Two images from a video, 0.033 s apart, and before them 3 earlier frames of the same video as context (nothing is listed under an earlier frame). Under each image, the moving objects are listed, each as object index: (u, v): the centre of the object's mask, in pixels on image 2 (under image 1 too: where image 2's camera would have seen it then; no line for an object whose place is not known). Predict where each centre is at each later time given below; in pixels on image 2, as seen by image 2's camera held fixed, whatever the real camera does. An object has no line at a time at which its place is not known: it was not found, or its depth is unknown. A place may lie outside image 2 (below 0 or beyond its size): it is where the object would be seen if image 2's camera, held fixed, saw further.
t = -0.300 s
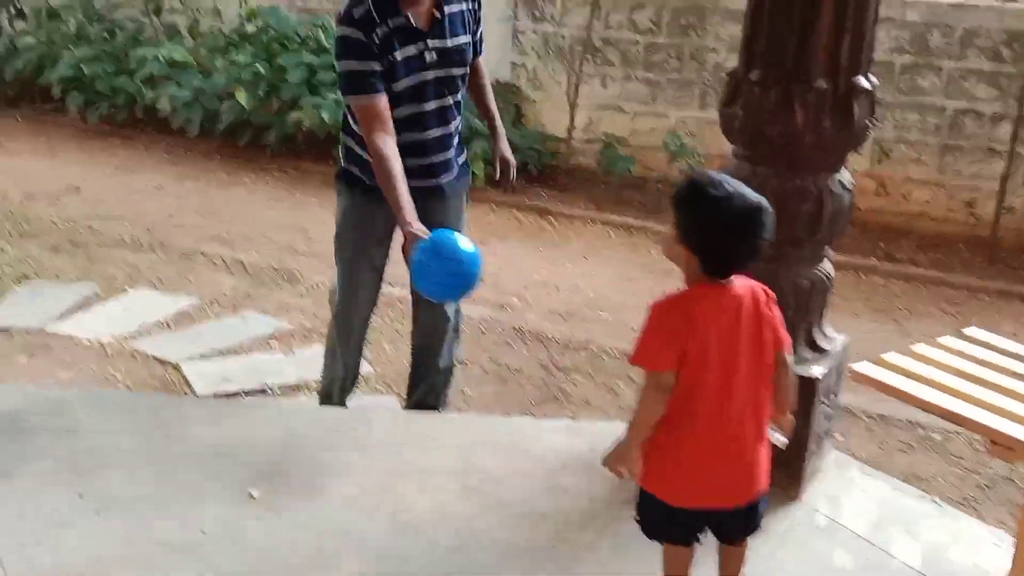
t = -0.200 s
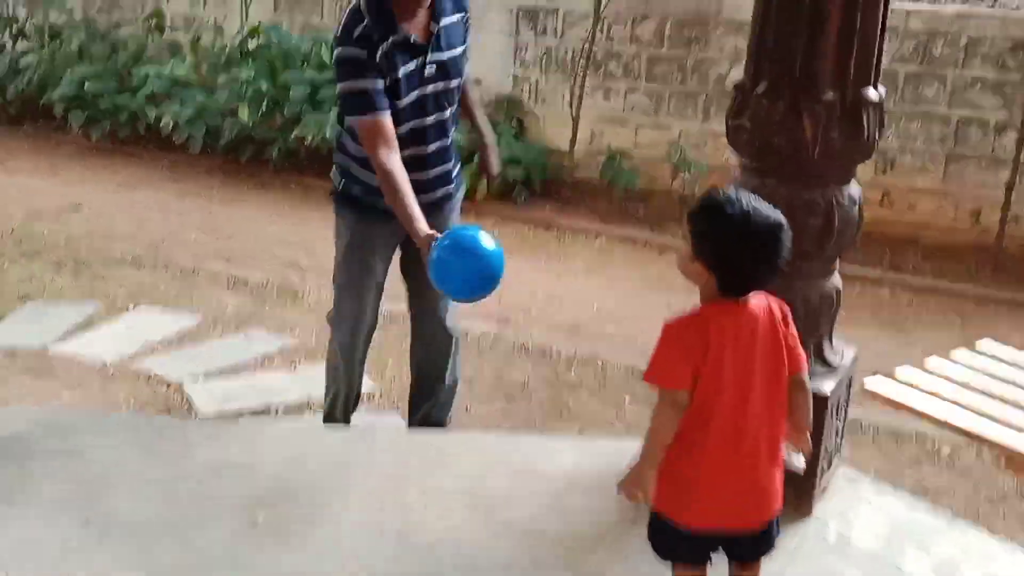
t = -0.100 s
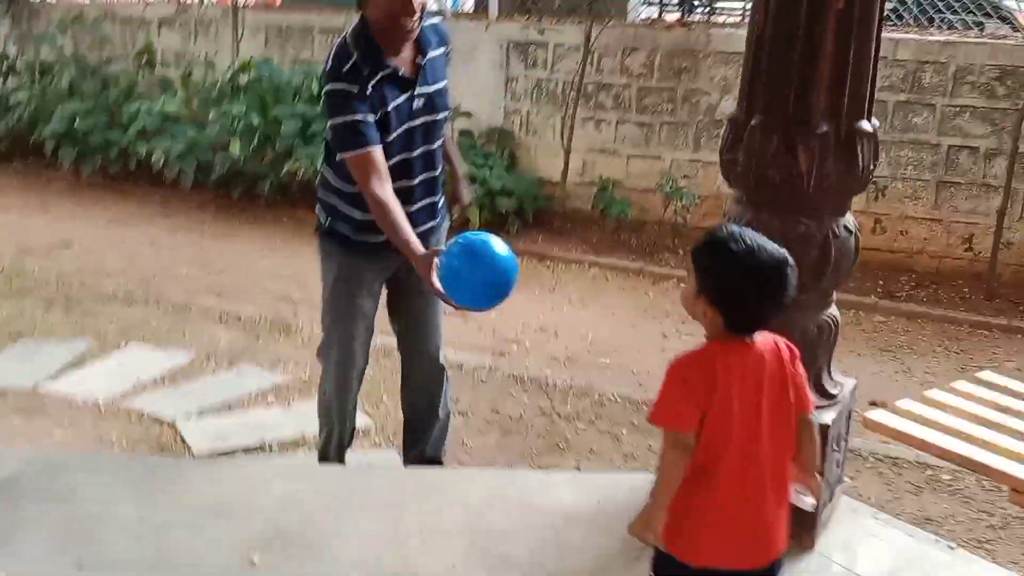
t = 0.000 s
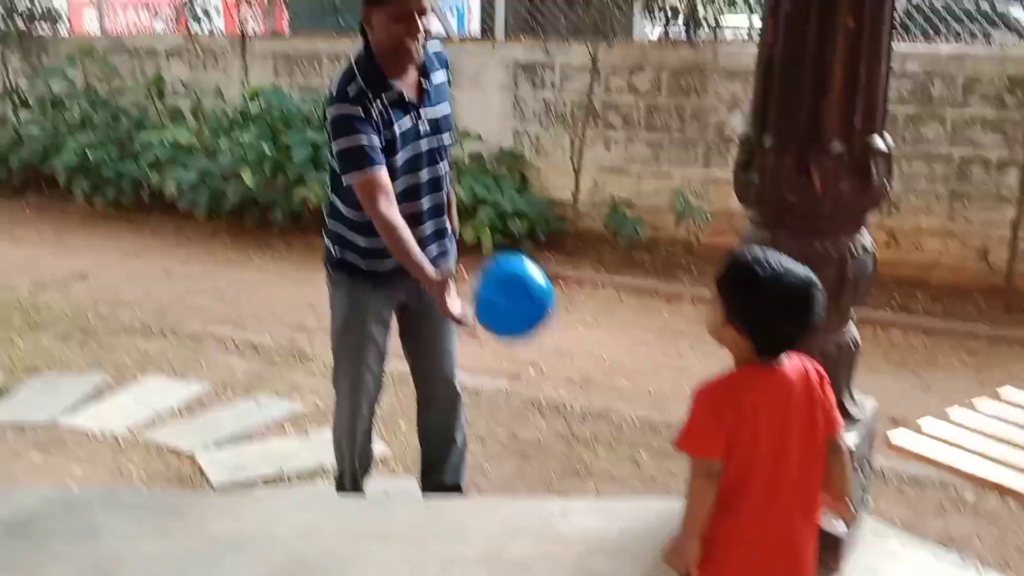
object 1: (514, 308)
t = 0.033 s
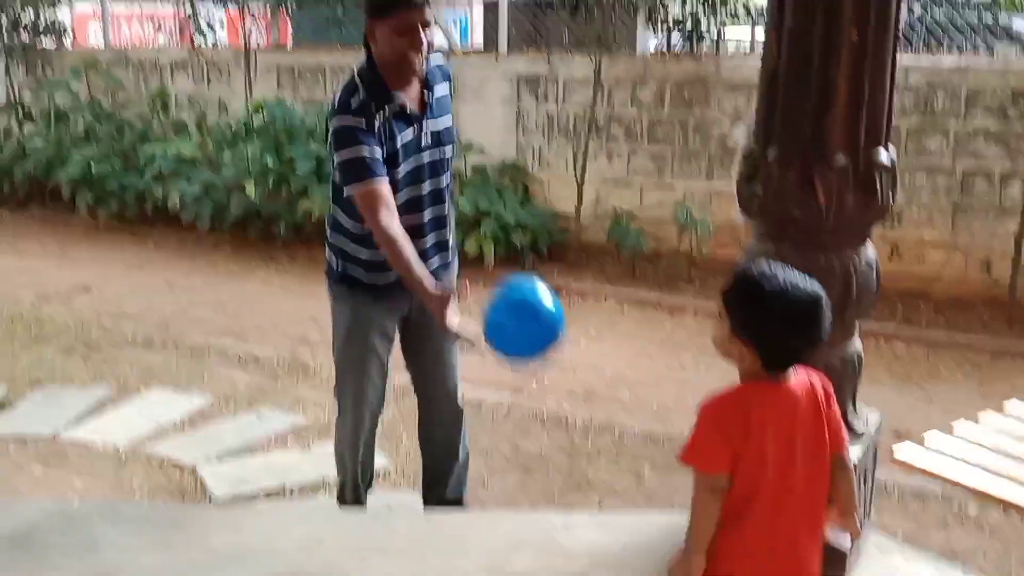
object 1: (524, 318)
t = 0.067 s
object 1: (530, 334)
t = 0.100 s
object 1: (536, 358)
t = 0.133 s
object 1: (544, 388)
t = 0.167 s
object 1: (552, 418)
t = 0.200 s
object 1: (560, 454)
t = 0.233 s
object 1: (565, 492)
